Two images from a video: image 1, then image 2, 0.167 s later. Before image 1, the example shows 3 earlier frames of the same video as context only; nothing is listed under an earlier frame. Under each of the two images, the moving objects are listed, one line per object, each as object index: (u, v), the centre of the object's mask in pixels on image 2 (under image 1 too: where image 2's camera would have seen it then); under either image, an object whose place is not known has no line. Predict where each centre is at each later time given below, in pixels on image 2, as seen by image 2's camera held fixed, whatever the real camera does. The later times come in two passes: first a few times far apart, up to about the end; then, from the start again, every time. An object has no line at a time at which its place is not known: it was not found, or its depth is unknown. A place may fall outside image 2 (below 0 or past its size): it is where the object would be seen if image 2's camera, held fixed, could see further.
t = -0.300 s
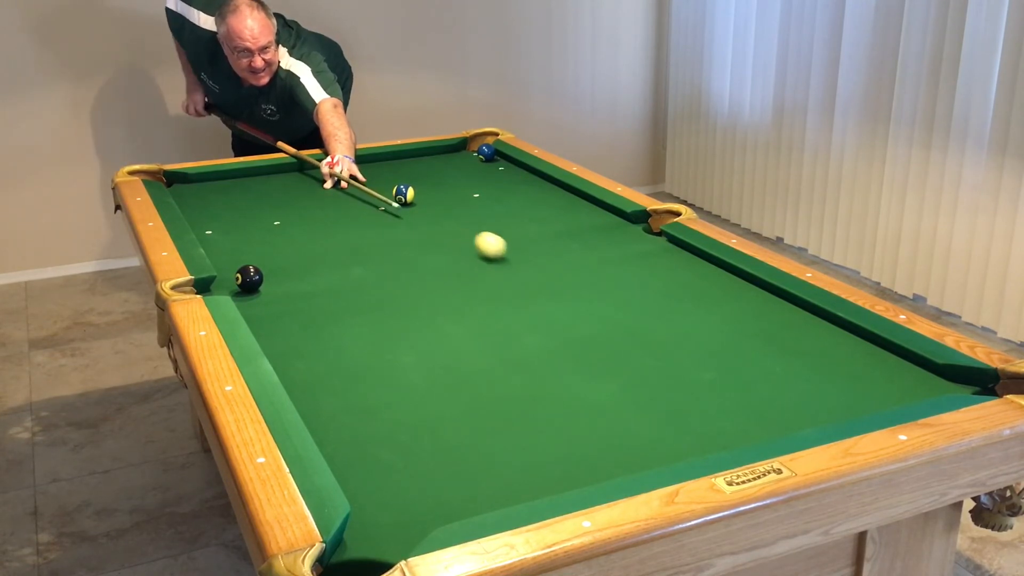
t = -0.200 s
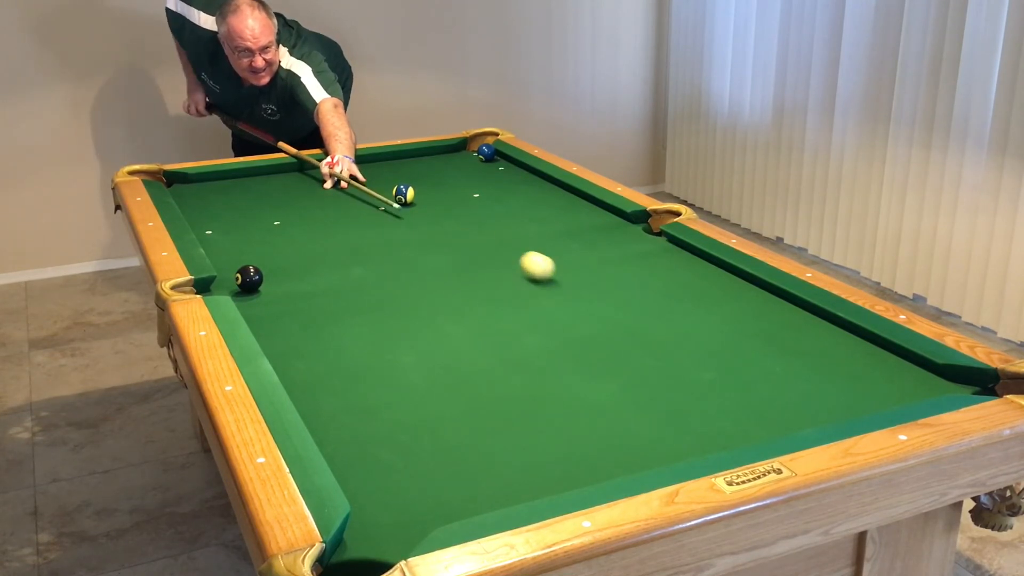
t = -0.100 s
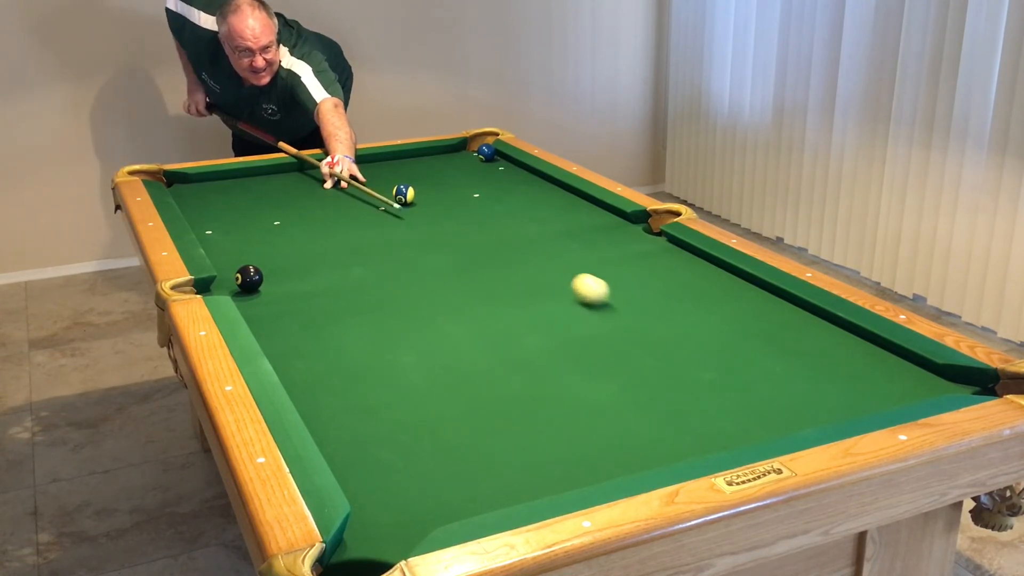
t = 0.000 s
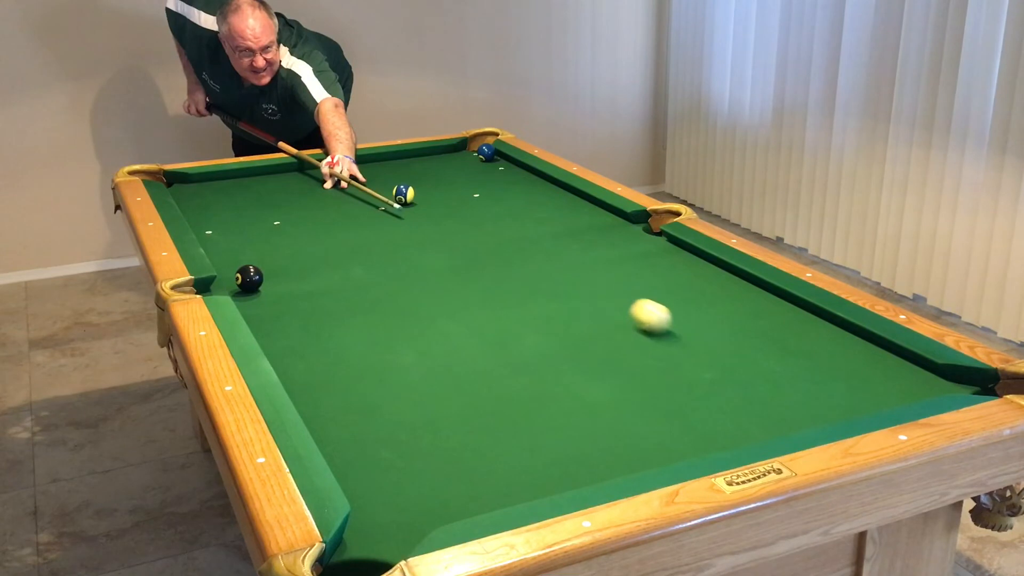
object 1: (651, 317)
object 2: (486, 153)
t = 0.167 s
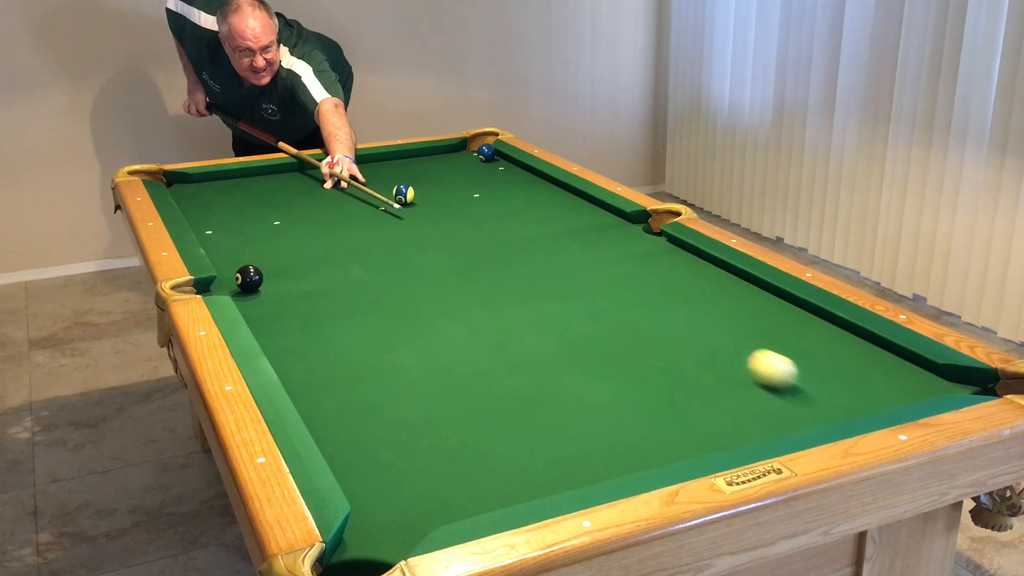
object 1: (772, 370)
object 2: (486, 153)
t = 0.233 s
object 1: (831, 395)
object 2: (486, 153)
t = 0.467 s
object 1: (772, 347)
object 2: (486, 153)
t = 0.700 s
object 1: (712, 303)
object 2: (486, 153)
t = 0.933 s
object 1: (666, 268)
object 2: (486, 152)
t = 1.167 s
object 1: (628, 239)
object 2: (486, 153)
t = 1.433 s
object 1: (591, 212)
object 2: (486, 153)
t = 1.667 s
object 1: (565, 192)
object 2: (486, 153)
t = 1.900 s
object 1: (535, 176)
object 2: (486, 153)
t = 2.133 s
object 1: (505, 164)
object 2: (486, 153)
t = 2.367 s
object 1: (480, 156)
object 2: (485, 145)
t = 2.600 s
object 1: (458, 154)
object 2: (469, 144)
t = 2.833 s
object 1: (439, 153)
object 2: (479, 145)
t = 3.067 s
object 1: (420, 151)
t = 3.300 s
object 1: (413, 153)
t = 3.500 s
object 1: (407, 156)
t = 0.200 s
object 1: (801, 382)
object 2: (486, 153)
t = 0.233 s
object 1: (831, 395)
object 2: (486, 153)
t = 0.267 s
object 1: (856, 402)
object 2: (486, 153)
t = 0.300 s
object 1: (844, 397)
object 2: (486, 153)
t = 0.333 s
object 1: (826, 385)
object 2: (486, 153)
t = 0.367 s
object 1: (810, 374)
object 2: (486, 153)
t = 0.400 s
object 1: (796, 365)
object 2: (486, 152)
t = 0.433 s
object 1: (783, 355)
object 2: (486, 153)
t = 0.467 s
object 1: (772, 347)
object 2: (486, 153)
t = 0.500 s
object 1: (762, 340)
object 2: (486, 153)
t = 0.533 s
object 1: (753, 334)
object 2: (486, 152)
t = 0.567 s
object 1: (744, 327)
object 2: (486, 153)
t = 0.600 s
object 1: (736, 321)
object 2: (486, 153)
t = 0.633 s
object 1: (728, 315)
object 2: (486, 153)
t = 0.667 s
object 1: (720, 309)
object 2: (486, 153)
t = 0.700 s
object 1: (712, 303)
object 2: (486, 153)
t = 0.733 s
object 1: (705, 298)
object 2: (486, 153)
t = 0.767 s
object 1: (698, 292)
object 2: (486, 153)
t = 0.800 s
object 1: (691, 287)
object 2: (486, 153)
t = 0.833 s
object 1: (685, 282)
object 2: (486, 153)
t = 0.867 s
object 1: (678, 277)
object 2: (486, 153)
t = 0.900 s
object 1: (672, 273)
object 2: (486, 153)
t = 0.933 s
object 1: (666, 268)
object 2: (486, 152)
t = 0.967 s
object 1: (660, 263)
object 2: (486, 153)
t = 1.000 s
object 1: (654, 259)
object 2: (486, 153)
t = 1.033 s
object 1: (649, 255)
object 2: (486, 153)
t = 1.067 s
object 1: (643, 251)
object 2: (486, 153)
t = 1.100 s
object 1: (638, 247)
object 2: (486, 153)
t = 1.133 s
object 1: (633, 243)
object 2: (486, 153)
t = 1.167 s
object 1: (628, 239)
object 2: (486, 153)
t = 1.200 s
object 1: (622, 235)
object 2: (486, 153)
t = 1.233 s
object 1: (618, 231)
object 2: (486, 153)
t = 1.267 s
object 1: (613, 228)
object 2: (486, 153)
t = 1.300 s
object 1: (608, 225)
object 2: (486, 153)
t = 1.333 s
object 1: (604, 221)
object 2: (486, 153)
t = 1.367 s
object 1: (600, 218)
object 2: (486, 153)
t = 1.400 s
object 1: (595, 215)
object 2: (486, 153)
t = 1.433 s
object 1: (591, 212)
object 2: (486, 153)
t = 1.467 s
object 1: (587, 209)
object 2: (486, 153)
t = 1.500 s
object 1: (583, 206)
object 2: (486, 153)
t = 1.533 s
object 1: (580, 203)
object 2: (486, 153)
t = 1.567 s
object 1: (576, 200)
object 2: (486, 153)
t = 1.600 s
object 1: (572, 197)
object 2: (486, 153)
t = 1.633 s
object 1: (568, 194)
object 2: (486, 153)
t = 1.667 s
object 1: (565, 192)
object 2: (486, 153)
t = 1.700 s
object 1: (562, 189)
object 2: (486, 152)
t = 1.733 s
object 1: (558, 186)
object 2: (486, 152)
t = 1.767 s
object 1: (554, 184)
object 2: (486, 152)
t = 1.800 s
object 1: (549, 182)
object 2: (486, 152)
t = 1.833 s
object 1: (545, 180)
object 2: (486, 153)
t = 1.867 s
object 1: (540, 178)
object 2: (486, 153)
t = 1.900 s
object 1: (535, 176)
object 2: (486, 153)
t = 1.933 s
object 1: (531, 175)
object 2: (486, 153)
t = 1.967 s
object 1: (526, 173)
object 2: (486, 152)
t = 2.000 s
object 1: (522, 171)
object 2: (486, 152)
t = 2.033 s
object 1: (518, 169)
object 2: (486, 153)
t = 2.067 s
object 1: (513, 167)
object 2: (486, 153)
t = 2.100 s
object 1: (509, 166)
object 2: (486, 153)
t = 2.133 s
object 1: (505, 164)
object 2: (486, 153)
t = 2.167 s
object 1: (501, 162)
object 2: (485, 152)
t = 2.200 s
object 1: (497, 160)
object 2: (484, 151)
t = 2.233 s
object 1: (493, 159)
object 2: (483, 150)
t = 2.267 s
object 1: (489, 157)
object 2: (483, 148)
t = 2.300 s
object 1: (486, 157)
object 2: (486, 146)
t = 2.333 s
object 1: (483, 156)
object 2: (486, 145)
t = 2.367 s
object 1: (480, 156)
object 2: (485, 145)
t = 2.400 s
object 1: (476, 156)
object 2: (482, 145)
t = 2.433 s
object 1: (473, 156)
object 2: (481, 145)
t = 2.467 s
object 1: (470, 155)
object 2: (479, 145)
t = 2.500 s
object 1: (467, 155)
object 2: (477, 145)
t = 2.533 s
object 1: (464, 155)
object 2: (474, 144)
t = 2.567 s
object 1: (461, 155)
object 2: (472, 144)
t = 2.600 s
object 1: (458, 154)
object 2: (469, 144)
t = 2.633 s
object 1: (456, 154)
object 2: (468, 144)
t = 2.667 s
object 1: (453, 154)
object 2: (469, 144)
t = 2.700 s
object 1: (450, 153)
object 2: (469, 144)
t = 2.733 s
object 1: (447, 153)
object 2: (473, 144)
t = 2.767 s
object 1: (444, 153)
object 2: (475, 144)
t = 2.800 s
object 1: (441, 153)
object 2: (478, 145)
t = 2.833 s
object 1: (439, 153)
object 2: (479, 145)
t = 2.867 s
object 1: (436, 152)
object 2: (481, 144)
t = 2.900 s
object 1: (433, 152)
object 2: (483, 144)
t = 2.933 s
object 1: (430, 152)
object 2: (484, 144)
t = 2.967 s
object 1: (428, 152)
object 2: (485, 144)
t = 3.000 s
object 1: (425, 151)
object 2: (484, 144)
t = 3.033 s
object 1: (423, 151)
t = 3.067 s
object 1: (420, 151)
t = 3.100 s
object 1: (419, 151)
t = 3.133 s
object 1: (417, 152)
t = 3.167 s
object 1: (416, 152)
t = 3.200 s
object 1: (416, 152)
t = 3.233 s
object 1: (415, 153)
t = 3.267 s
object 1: (414, 153)
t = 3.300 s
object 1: (413, 153)
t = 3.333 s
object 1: (412, 154)
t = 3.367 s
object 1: (411, 154)
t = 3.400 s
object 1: (410, 155)
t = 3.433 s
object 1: (410, 155)
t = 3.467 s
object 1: (408, 155)
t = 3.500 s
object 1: (407, 156)
